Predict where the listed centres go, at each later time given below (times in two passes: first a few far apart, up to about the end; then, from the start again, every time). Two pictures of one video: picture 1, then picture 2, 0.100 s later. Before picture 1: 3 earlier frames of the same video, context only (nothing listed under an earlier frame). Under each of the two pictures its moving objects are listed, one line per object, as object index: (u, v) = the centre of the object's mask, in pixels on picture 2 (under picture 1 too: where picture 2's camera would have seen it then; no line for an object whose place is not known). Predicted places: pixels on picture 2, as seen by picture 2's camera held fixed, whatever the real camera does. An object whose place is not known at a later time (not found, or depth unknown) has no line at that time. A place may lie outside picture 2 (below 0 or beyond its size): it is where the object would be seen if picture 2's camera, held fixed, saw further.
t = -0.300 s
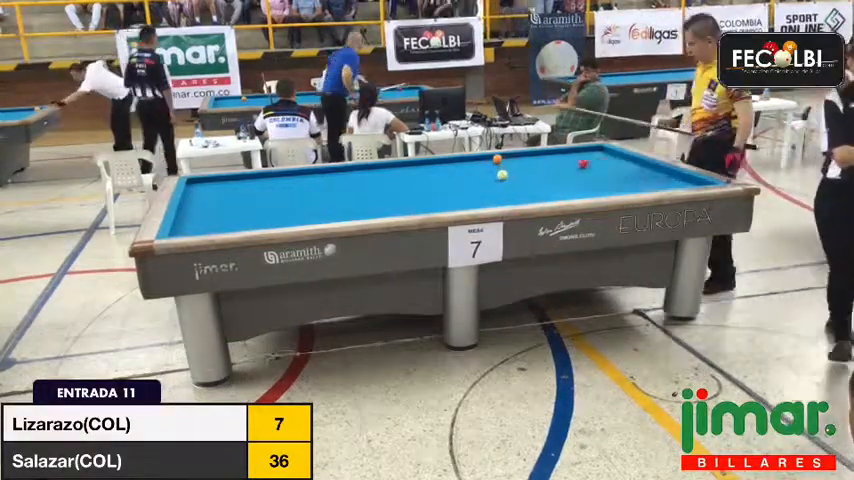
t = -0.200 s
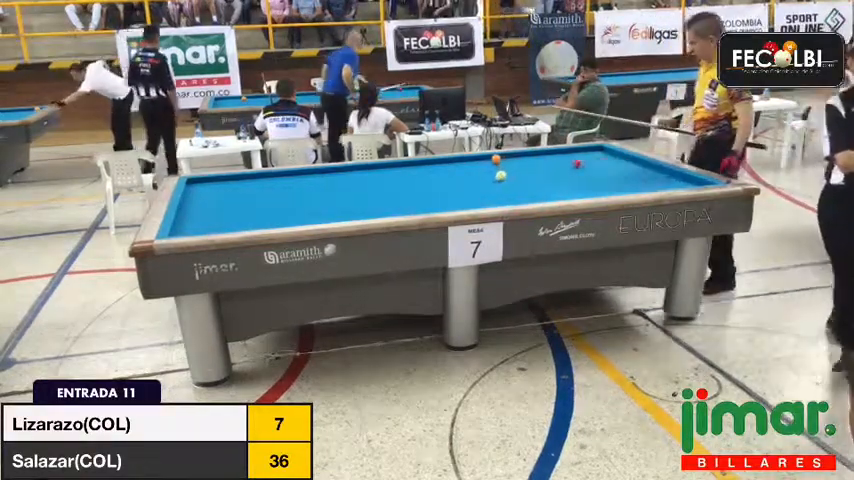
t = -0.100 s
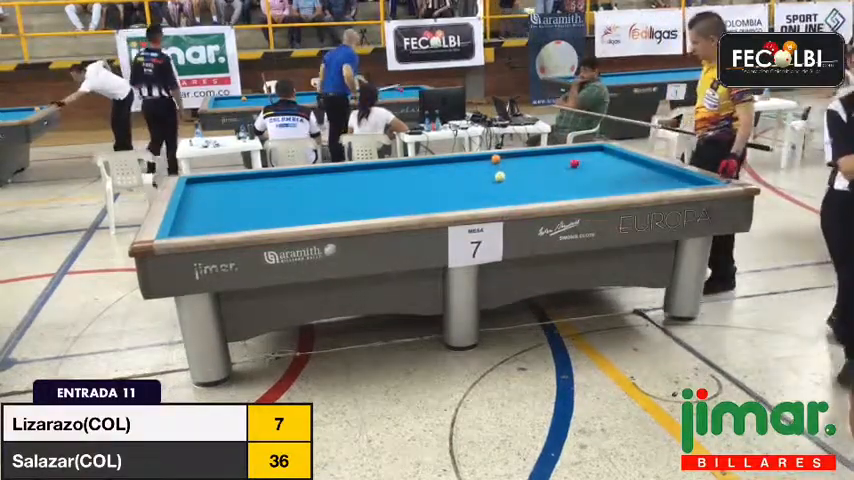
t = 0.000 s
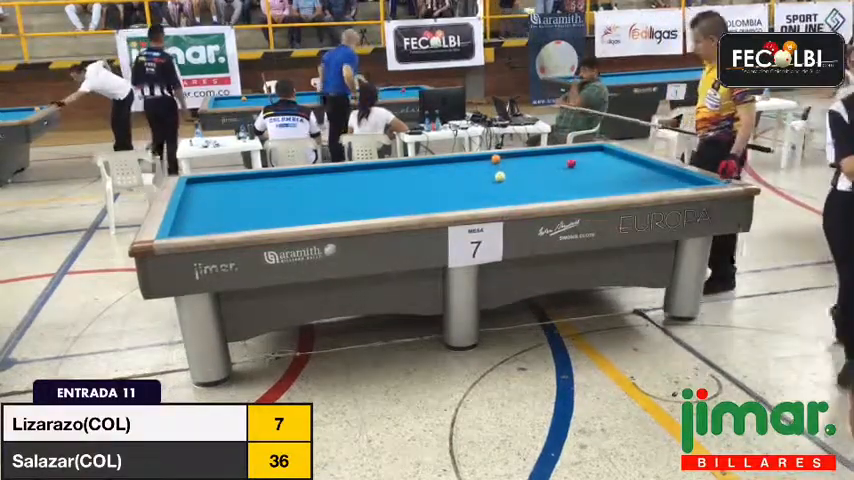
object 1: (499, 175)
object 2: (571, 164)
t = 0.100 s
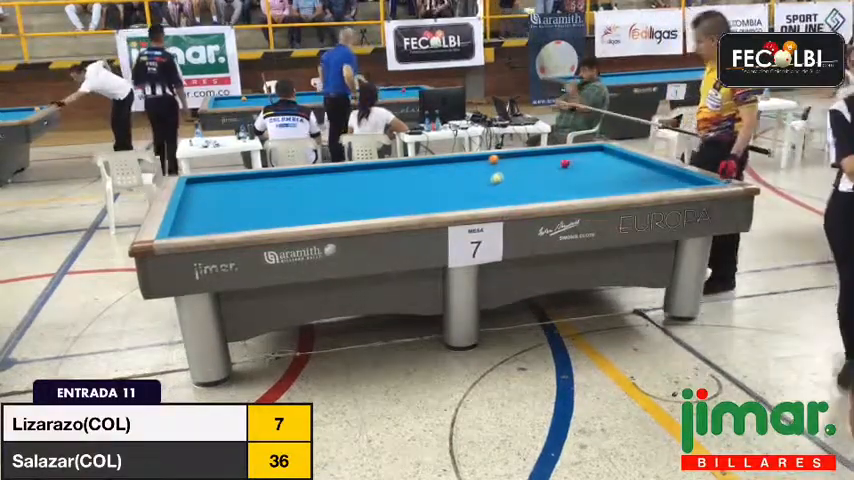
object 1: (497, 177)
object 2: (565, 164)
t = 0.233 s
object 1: (496, 178)
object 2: (558, 164)
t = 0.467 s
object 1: (494, 180)
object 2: (549, 163)
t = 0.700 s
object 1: (491, 181)
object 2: (539, 163)
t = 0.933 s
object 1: (490, 182)
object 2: (530, 163)
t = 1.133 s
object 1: (487, 183)
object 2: (521, 163)
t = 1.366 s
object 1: (485, 184)
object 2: (512, 162)
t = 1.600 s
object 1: (483, 186)
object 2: (505, 163)
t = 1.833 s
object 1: (482, 186)
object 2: (499, 162)
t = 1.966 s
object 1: (481, 187)
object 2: (494, 164)
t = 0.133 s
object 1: (497, 178)
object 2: (563, 164)
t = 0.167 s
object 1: (496, 178)
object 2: (561, 164)
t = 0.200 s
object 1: (496, 178)
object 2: (559, 164)
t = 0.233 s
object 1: (496, 178)
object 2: (558, 164)
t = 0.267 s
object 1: (495, 178)
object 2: (557, 164)
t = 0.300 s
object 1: (495, 178)
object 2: (557, 164)
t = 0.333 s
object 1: (495, 179)
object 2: (555, 163)
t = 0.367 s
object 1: (494, 179)
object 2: (554, 163)
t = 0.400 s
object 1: (494, 179)
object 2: (552, 163)
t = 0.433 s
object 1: (494, 179)
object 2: (550, 163)
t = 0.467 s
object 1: (494, 180)
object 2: (549, 163)
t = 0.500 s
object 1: (494, 180)
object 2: (549, 163)
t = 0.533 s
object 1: (494, 180)
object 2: (546, 163)
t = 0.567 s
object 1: (492, 180)
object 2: (545, 163)
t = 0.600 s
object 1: (492, 180)
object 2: (543, 163)
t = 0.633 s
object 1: (492, 181)
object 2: (543, 163)
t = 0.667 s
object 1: (491, 181)
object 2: (540, 163)
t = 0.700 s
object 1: (491, 181)
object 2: (539, 163)
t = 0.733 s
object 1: (491, 181)
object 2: (538, 163)
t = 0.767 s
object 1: (491, 181)
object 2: (536, 163)
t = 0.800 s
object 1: (491, 181)
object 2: (535, 163)
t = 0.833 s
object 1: (490, 181)
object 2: (535, 163)
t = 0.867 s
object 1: (490, 181)
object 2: (533, 163)
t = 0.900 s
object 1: (490, 182)
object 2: (530, 163)
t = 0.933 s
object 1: (490, 182)
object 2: (530, 163)
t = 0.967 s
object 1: (489, 182)
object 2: (529, 163)
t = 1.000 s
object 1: (489, 182)
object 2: (528, 163)
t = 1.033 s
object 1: (489, 182)
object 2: (526, 163)
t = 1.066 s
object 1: (488, 182)
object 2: (524, 163)
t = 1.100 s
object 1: (488, 183)
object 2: (521, 163)
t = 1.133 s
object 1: (487, 183)
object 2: (521, 163)
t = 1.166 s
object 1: (487, 183)
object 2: (519, 163)
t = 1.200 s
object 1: (488, 183)
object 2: (517, 163)
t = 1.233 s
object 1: (488, 183)
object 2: (516, 162)
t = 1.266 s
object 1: (488, 183)
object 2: (516, 162)
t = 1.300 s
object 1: (486, 184)
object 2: (514, 163)
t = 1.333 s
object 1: (486, 184)
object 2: (514, 163)
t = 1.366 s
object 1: (485, 184)
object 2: (512, 162)
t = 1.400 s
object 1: (486, 184)
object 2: (511, 163)
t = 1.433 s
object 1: (485, 185)
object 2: (510, 162)
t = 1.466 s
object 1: (485, 185)
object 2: (509, 162)
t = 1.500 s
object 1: (485, 185)
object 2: (508, 162)
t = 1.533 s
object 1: (485, 185)
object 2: (508, 162)
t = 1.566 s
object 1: (485, 185)
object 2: (507, 162)
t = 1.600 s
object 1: (483, 186)
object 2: (505, 163)
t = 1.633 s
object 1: (483, 186)
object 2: (505, 162)
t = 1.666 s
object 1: (484, 185)
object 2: (503, 163)
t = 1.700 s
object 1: (483, 186)
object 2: (500, 162)
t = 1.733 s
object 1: (483, 186)
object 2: (500, 163)
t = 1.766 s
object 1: (483, 186)
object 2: (500, 162)
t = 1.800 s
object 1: (482, 186)
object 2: (499, 162)
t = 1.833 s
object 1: (482, 186)
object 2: (499, 162)
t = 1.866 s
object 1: (482, 186)
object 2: (499, 162)
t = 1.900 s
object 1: (482, 186)
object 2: (498, 162)
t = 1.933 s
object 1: (482, 187)
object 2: (497, 162)
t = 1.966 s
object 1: (481, 187)
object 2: (494, 164)
